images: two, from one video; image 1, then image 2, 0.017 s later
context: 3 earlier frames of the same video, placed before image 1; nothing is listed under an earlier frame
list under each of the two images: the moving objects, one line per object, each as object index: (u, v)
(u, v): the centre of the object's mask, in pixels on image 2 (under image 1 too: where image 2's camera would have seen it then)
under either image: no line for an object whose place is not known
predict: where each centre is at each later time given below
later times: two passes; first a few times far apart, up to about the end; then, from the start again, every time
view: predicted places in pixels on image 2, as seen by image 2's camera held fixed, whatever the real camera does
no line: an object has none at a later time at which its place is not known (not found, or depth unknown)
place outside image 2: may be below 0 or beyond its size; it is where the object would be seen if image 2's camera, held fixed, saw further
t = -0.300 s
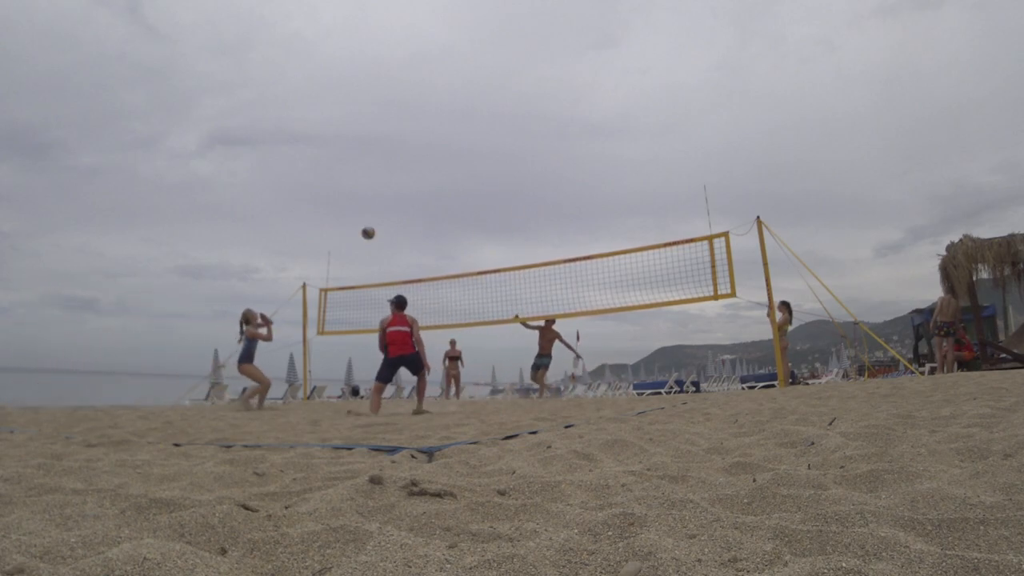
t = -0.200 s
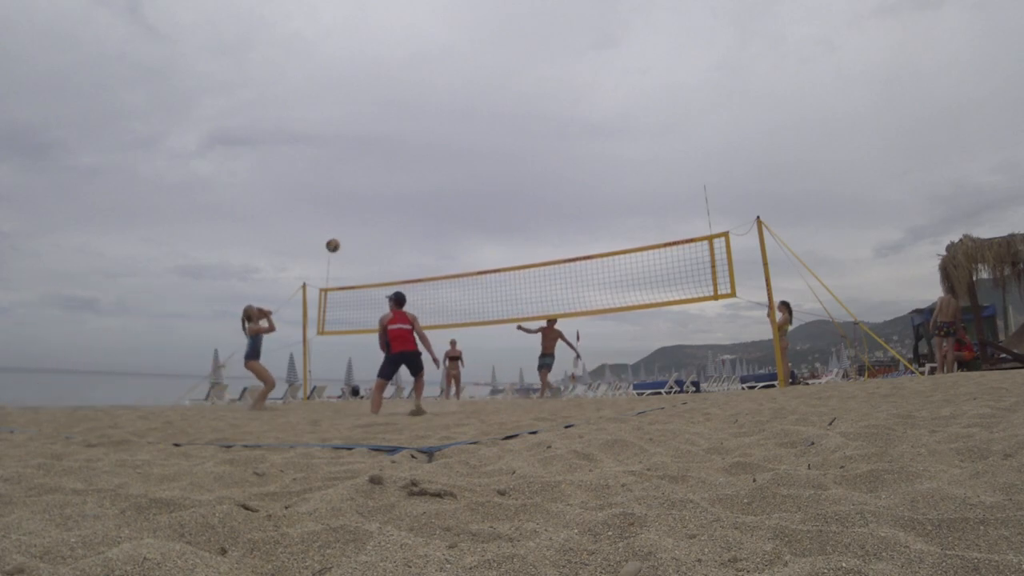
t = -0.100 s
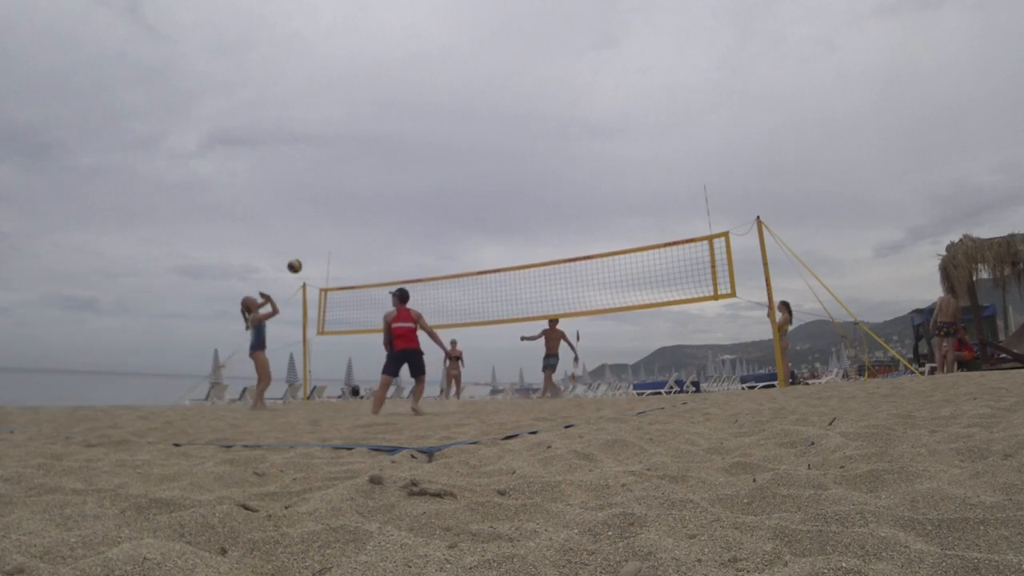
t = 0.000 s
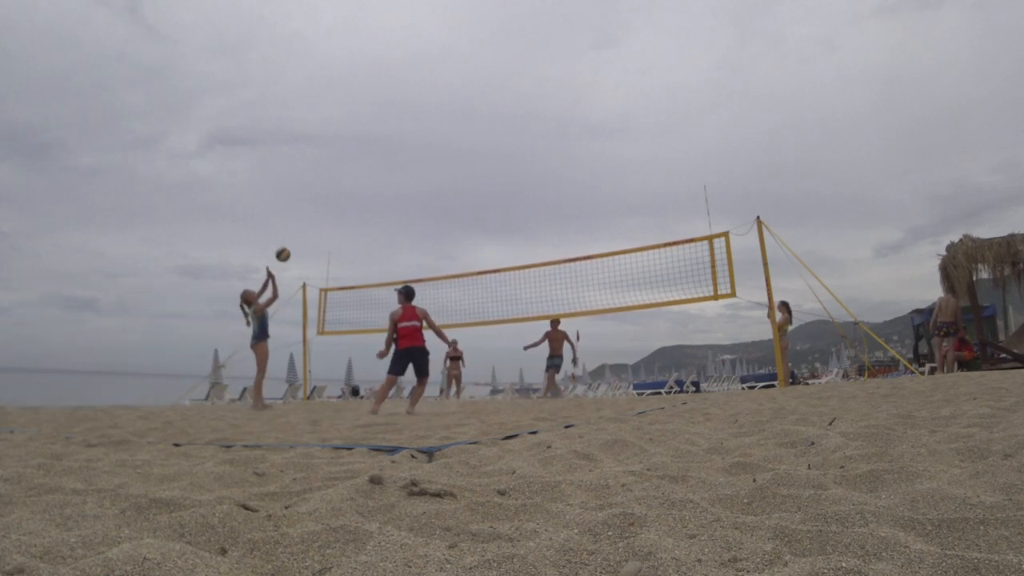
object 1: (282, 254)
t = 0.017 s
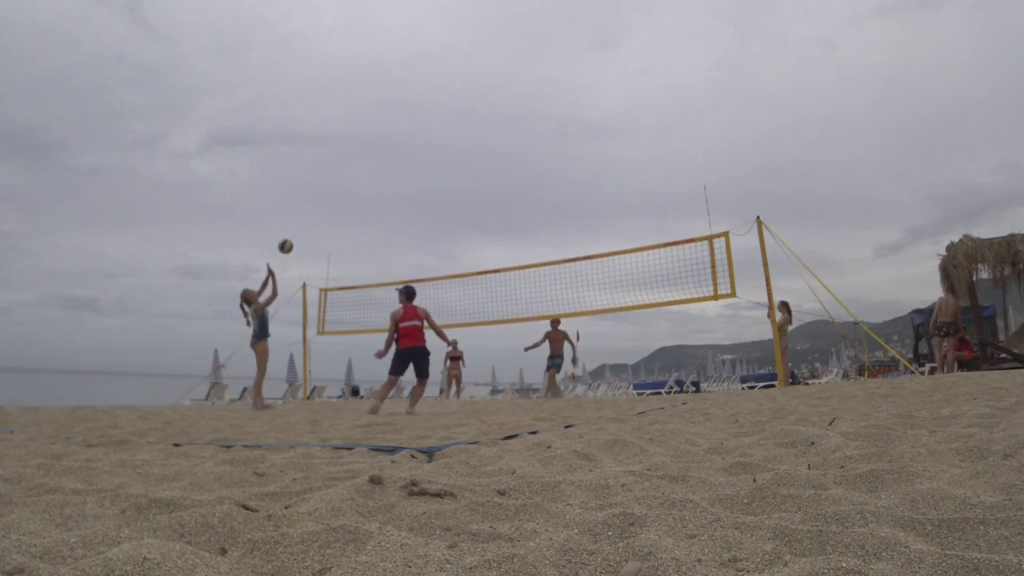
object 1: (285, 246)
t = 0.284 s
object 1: (325, 146)
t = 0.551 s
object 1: (360, 99)
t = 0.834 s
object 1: (394, 99)
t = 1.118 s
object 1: (426, 149)
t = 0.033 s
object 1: (288, 238)
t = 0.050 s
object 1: (290, 230)
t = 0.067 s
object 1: (293, 222)
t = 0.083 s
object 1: (296, 215)
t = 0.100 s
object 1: (298, 208)
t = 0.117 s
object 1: (301, 201)
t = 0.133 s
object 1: (303, 195)
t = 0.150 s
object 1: (306, 189)
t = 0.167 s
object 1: (308, 183)
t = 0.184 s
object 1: (311, 177)
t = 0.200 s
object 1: (313, 171)
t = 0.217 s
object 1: (316, 166)
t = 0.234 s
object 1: (318, 160)
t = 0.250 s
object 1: (320, 155)
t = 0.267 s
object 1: (323, 151)
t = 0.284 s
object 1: (325, 146)
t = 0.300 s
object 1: (327, 142)
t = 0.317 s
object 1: (329, 138)
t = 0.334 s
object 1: (332, 134)
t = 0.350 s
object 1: (334, 130)
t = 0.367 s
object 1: (336, 126)
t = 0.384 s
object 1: (338, 123)
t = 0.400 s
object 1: (340, 120)
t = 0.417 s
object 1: (342, 117)
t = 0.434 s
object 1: (345, 114)
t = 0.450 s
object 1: (347, 111)
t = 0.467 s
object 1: (349, 109)
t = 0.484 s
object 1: (352, 106)
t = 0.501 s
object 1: (354, 104)
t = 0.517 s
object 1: (356, 103)
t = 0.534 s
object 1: (358, 101)
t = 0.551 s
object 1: (360, 99)
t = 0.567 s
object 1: (362, 98)
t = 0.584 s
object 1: (364, 97)
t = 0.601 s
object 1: (366, 96)
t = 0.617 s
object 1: (368, 95)
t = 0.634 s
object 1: (370, 94)
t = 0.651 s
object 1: (372, 94)
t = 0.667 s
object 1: (374, 93)
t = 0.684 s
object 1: (376, 93)
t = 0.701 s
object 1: (378, 93)
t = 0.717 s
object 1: (380, 93)
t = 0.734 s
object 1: (382, 93)
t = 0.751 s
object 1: (384, 94)
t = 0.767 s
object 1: (386, 95)
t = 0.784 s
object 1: (388, 96)
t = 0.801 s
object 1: (390, 96)
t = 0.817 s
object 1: (392, 98)
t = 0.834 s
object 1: (394, 99)
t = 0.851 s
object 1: (396, 100)
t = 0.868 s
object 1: (398, 102)
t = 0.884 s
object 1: (400, 104)
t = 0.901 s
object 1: (402, 106)
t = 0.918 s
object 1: (404, 109)
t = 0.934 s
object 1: (406, 111)
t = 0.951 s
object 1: (408, 113)
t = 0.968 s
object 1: (409, 116)
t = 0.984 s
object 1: (411, 119)
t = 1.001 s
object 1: (413, 122)
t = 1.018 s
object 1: (415, 126)
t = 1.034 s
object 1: (417, 129)
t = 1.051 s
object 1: (419, 133)
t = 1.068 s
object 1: (420, 137)
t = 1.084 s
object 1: (422, 141)
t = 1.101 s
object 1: (424, 145)
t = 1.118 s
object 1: (426, 149)
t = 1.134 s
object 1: (428, 154)
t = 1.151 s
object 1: (430, 159)
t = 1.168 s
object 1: (432, 164)
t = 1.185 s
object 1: (434, 169)
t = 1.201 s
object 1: (436, 174)
